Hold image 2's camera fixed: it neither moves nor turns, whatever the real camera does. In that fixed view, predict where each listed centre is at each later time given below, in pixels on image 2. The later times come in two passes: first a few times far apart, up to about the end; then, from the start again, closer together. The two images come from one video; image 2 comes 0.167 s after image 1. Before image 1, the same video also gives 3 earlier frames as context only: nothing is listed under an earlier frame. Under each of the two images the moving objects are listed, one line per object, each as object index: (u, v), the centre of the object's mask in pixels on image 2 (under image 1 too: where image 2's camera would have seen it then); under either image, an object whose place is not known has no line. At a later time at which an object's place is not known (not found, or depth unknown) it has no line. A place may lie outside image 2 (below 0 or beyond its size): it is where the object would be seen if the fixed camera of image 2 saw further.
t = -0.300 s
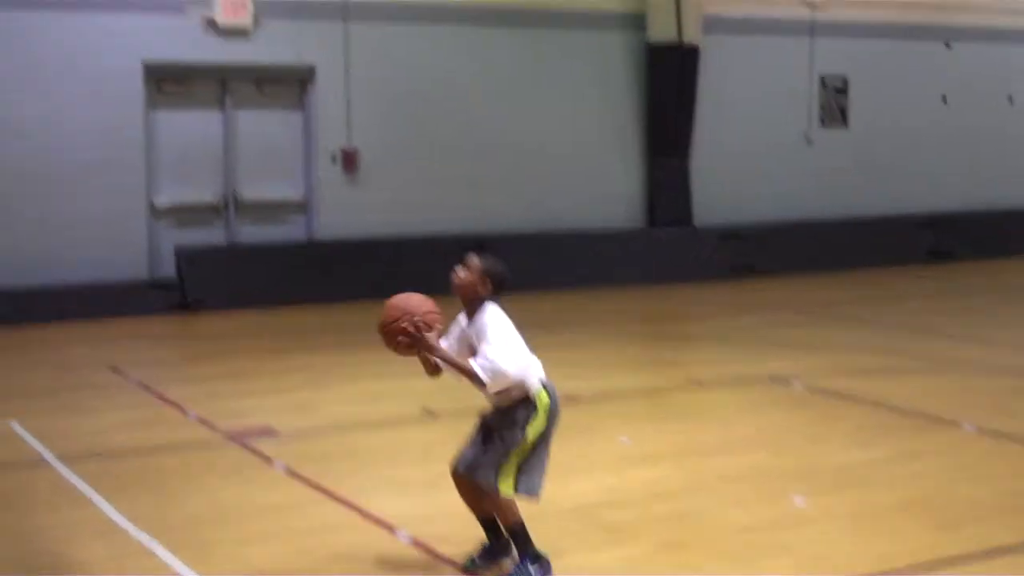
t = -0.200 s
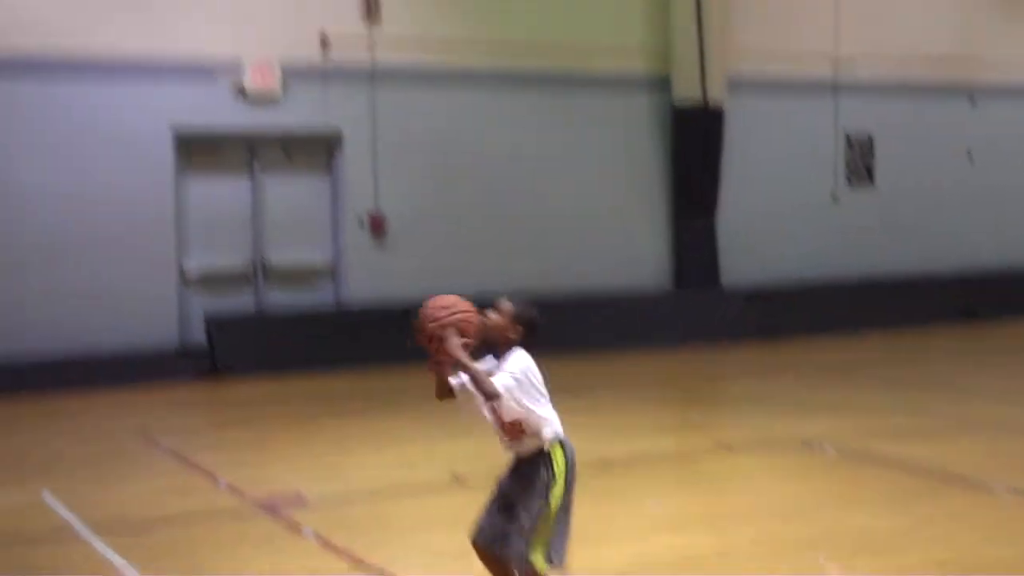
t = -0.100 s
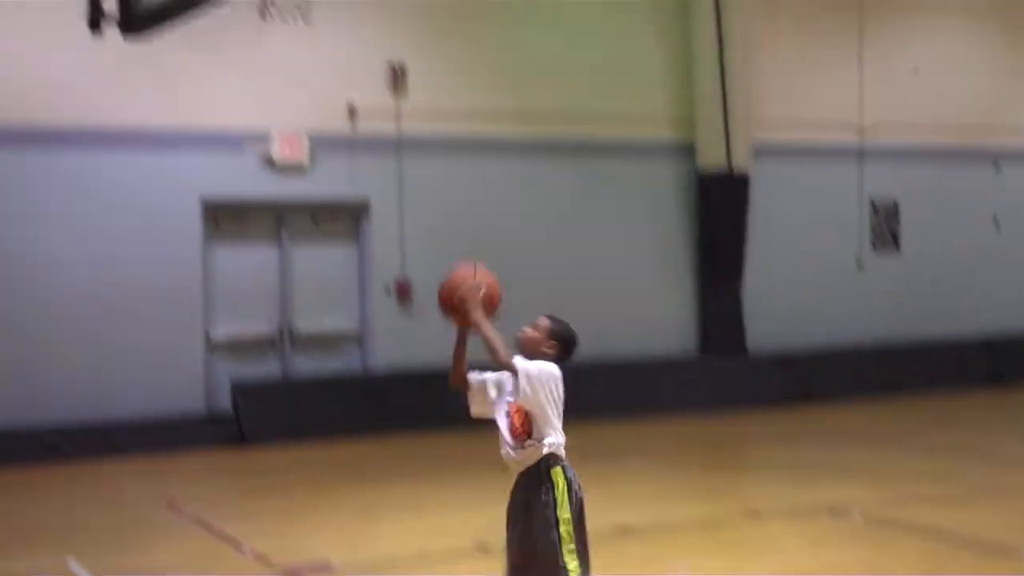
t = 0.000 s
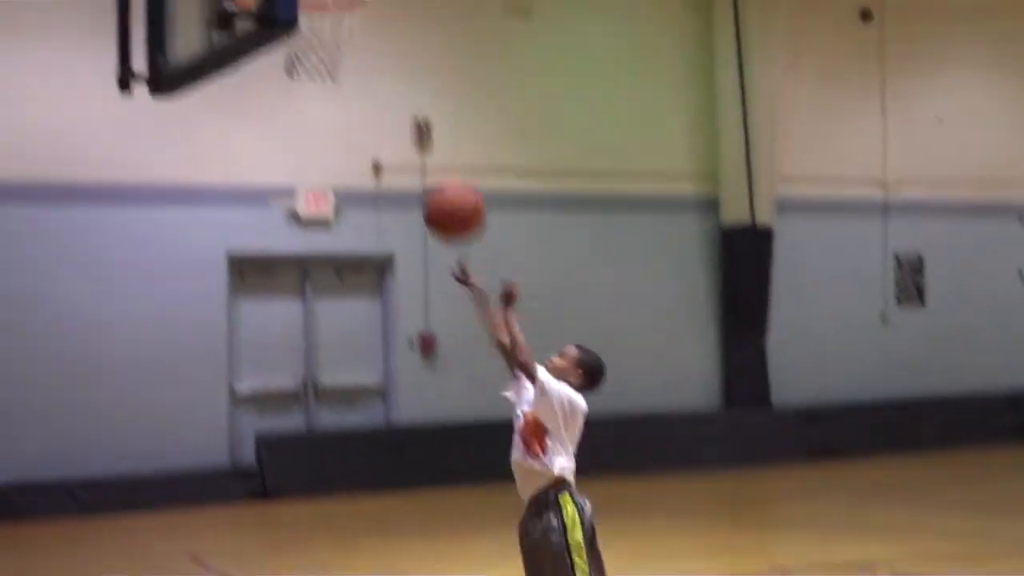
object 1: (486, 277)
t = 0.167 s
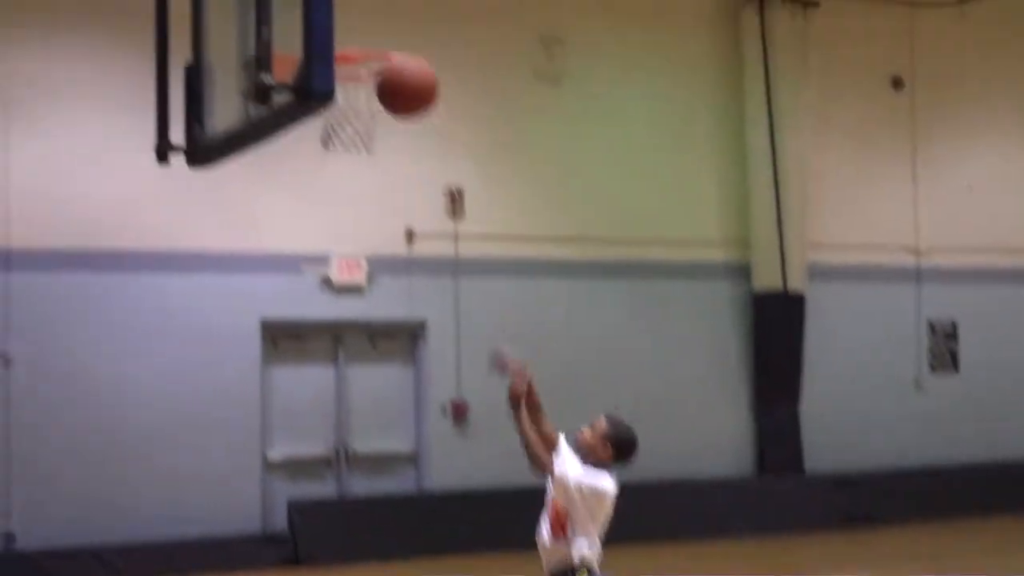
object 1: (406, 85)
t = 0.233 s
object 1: (375, 29)
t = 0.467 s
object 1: (345, -35)
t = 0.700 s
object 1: (390, 27)
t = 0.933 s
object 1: (403, 26)
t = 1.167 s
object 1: (422, 63)
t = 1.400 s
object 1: (439, 165)
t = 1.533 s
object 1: (451, 277)
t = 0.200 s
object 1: (391, 56)
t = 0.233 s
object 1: (375, 29)
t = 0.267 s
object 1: (361, 8)
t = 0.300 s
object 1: (352, -12)
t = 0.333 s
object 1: (344, -26)
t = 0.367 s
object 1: (312, -40)
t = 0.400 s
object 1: (318, -41)
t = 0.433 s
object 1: (333, -39)
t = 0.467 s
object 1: (345, -35)
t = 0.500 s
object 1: (350, -32)
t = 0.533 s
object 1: (355, -26)
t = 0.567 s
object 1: (362, -20)
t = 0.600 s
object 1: (369, -9)
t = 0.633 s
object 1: (378, 8)
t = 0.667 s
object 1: (386, 27)
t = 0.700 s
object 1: (390, 27)
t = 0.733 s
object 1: (392, 20)
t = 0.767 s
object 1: (394, 15)
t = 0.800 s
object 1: (396, 12)
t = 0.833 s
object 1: (397, 12)
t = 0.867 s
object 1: (399, 15)
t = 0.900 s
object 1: (402, 21)
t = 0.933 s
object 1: (403, 26)
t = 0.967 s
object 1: (405, 36)
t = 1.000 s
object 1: (407, 43)
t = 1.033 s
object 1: (410, 42)
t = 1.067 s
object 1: (413, 44)
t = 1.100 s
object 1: (415, 49)
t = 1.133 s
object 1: (418, 55)
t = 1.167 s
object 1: (422, 63)
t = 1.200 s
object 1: (426, 71)
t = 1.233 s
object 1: (429, 81)
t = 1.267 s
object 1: (430, 92)
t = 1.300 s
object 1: (432, 103)
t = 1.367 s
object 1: (438, 142)
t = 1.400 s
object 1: (439, 165)
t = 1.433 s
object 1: (443, 190)
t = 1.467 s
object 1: (445, 215)
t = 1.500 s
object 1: (448, 246)
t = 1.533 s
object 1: (451, 277)
